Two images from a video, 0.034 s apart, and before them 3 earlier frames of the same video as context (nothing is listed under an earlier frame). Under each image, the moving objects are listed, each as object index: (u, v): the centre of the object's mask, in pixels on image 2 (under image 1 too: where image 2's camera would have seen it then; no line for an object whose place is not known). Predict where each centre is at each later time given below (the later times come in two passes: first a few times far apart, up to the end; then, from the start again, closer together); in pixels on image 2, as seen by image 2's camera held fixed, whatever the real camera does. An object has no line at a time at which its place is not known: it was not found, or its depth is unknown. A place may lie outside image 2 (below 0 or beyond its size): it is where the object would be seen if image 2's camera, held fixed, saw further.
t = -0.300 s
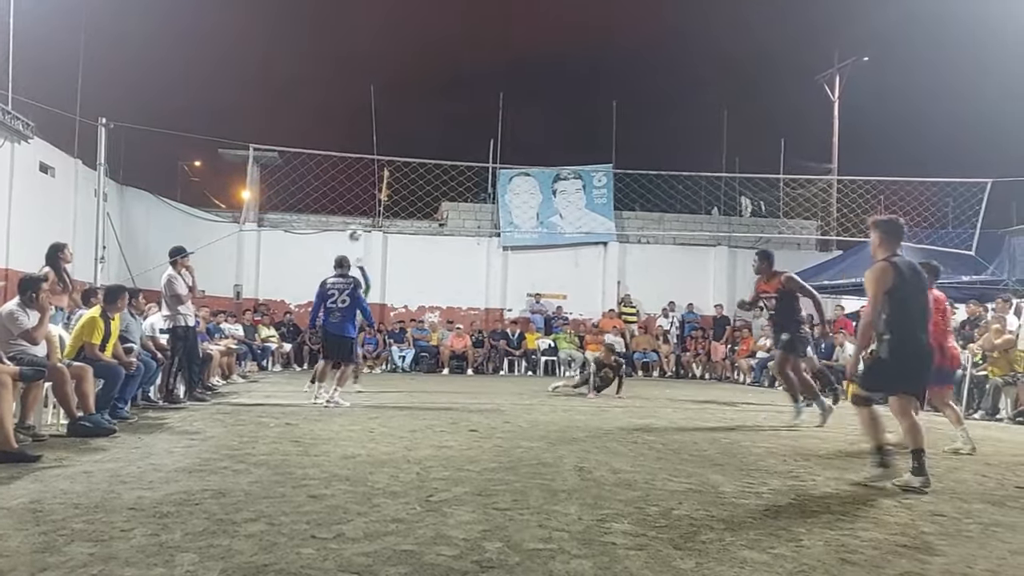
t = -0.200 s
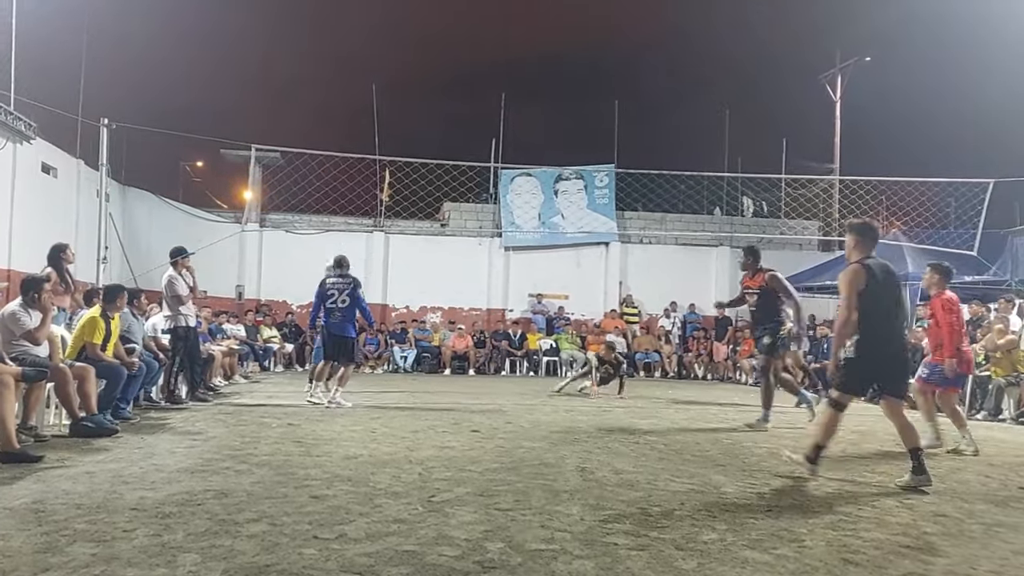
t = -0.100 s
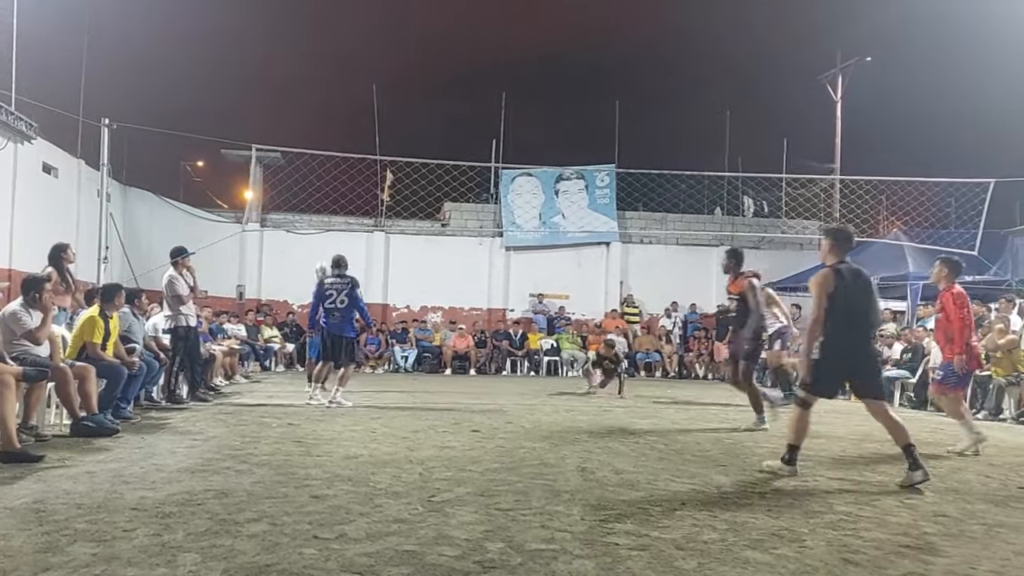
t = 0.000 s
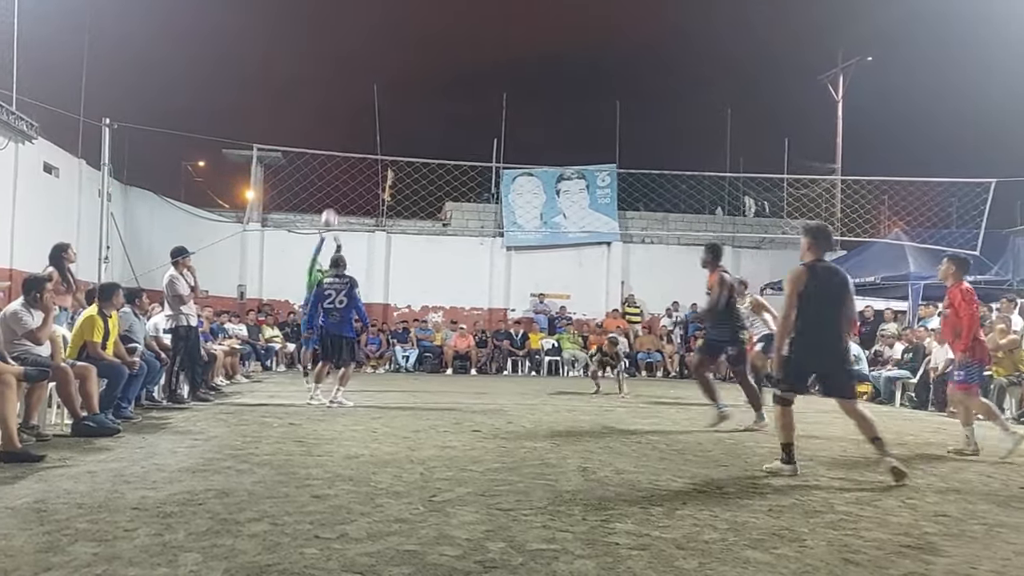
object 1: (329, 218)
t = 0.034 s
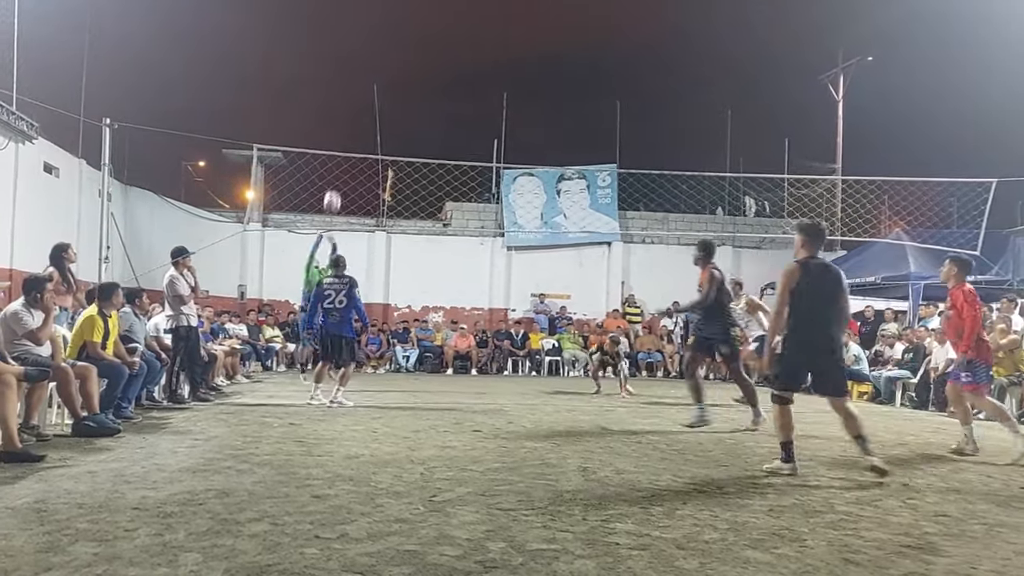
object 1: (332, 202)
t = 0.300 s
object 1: (353, 81)
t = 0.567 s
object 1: (372, 10)
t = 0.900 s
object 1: (396, 2)
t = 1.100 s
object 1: (409, 30)
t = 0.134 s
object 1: (340, 150)
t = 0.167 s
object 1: (343, 135)
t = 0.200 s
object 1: (345, 120)
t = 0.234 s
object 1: (348, 106)
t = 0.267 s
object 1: (350, 93)
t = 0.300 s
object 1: (353, 81)
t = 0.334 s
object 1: (355, 69)
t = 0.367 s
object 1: (357, 59)
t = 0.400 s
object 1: (360, 48)
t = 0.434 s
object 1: (362, 39)
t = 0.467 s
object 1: (365, 30)
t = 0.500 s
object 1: (367, 23)
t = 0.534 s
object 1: (370, 16)
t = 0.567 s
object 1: (372, 10)
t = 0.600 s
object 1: (375, 6)
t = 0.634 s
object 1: (377, 4)
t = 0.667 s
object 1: (379, 2)
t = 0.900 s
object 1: (396, 2)
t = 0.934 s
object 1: (398, 3)
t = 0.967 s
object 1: (400, 5)
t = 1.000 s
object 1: (402, 9)
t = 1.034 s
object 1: (404, 15)
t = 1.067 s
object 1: (407, 22)
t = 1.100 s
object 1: (409, 30)
